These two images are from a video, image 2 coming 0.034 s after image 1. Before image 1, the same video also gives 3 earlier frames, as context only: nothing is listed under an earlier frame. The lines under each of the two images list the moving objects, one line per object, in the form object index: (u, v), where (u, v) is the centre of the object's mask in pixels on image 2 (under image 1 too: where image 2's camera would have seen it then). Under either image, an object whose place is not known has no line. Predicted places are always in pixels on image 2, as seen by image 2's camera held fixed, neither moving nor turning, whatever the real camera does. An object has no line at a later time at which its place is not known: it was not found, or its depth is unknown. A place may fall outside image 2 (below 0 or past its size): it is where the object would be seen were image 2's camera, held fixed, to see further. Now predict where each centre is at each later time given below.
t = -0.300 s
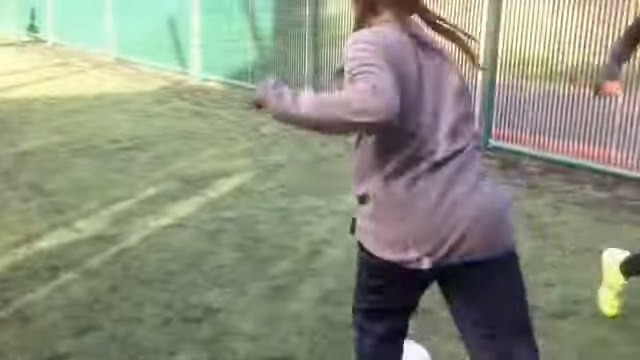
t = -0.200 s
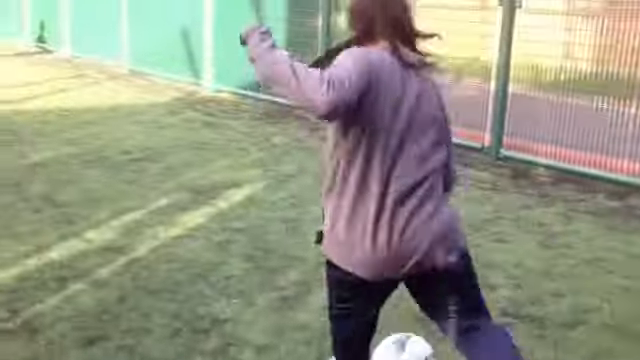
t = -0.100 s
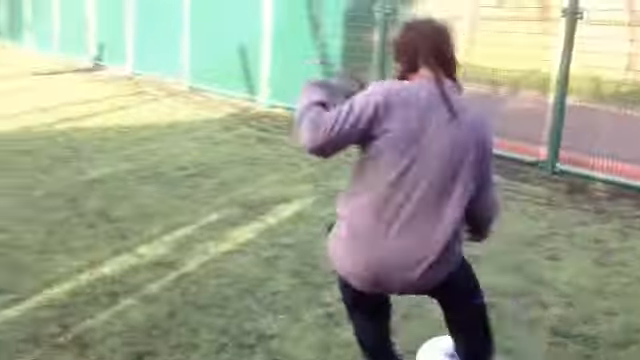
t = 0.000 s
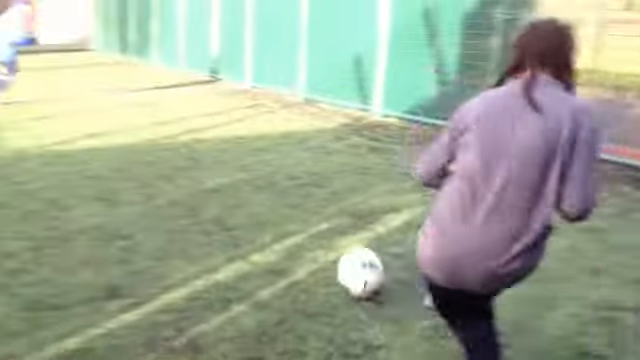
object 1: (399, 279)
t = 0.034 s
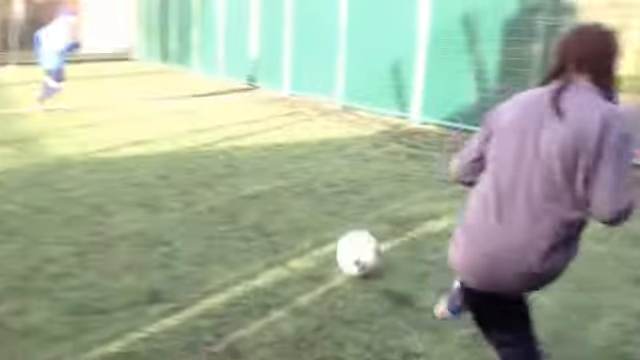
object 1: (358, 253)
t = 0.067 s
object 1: (323, 232)
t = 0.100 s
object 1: (294, 218)
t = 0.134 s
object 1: (269, 206)
